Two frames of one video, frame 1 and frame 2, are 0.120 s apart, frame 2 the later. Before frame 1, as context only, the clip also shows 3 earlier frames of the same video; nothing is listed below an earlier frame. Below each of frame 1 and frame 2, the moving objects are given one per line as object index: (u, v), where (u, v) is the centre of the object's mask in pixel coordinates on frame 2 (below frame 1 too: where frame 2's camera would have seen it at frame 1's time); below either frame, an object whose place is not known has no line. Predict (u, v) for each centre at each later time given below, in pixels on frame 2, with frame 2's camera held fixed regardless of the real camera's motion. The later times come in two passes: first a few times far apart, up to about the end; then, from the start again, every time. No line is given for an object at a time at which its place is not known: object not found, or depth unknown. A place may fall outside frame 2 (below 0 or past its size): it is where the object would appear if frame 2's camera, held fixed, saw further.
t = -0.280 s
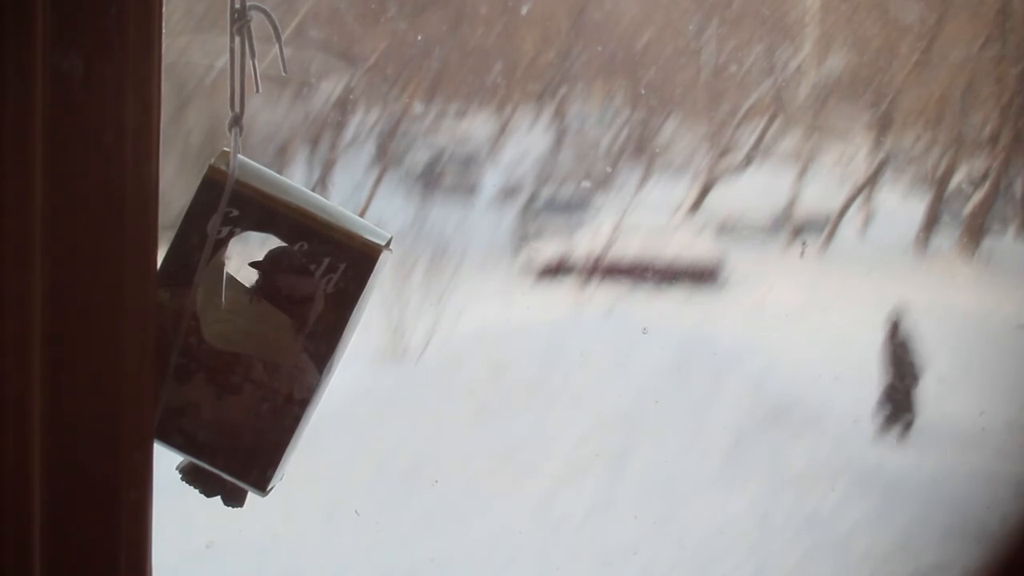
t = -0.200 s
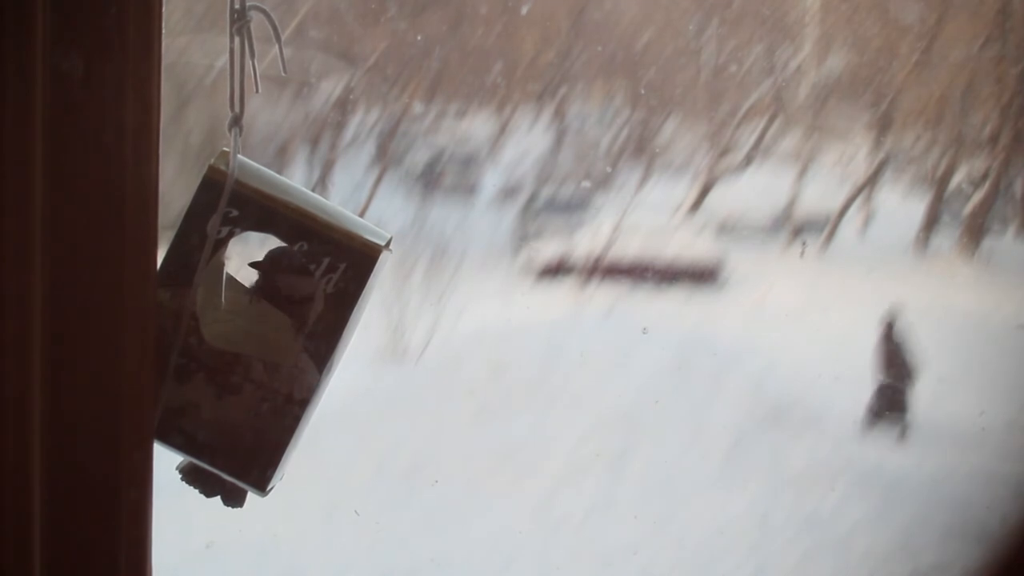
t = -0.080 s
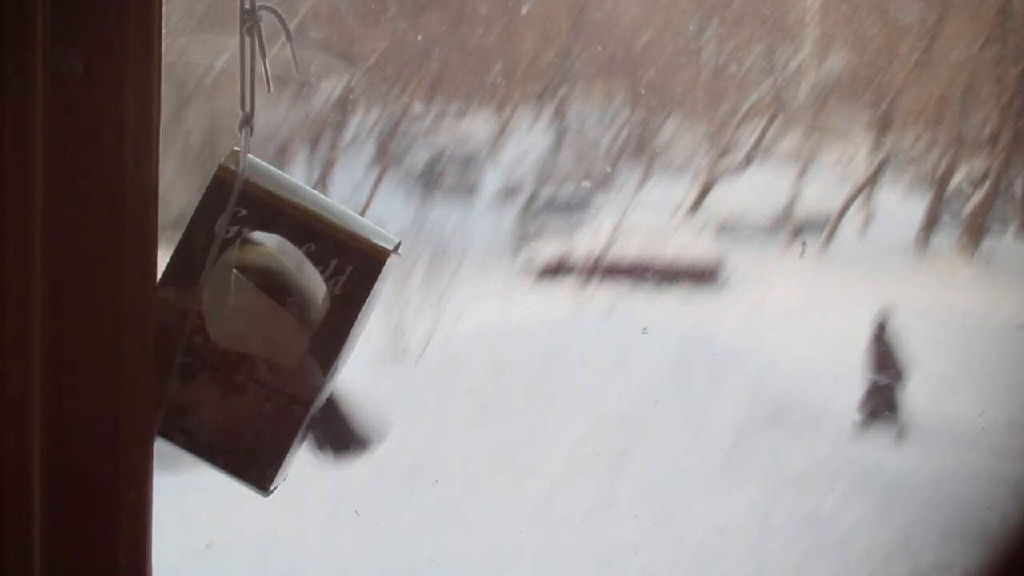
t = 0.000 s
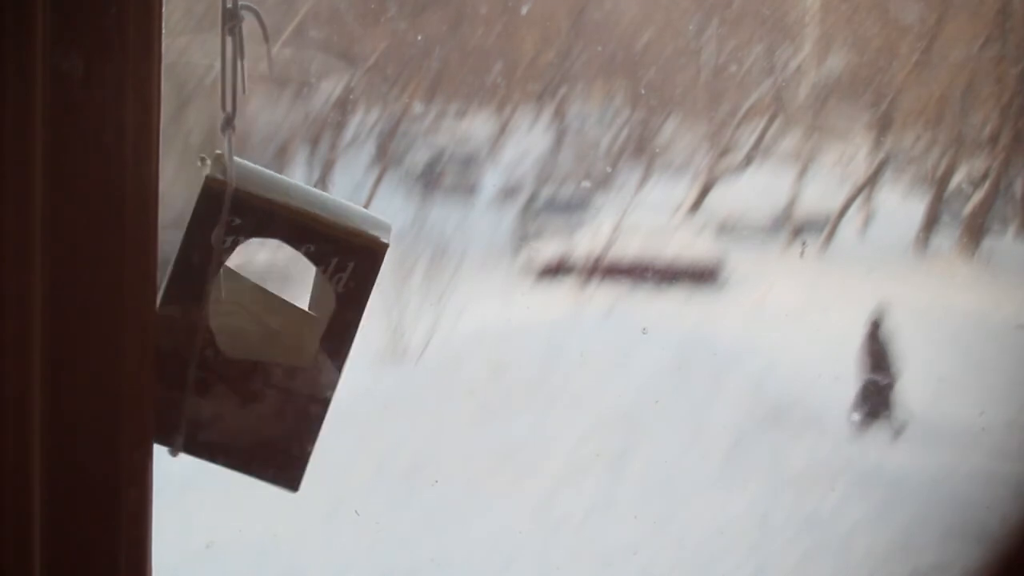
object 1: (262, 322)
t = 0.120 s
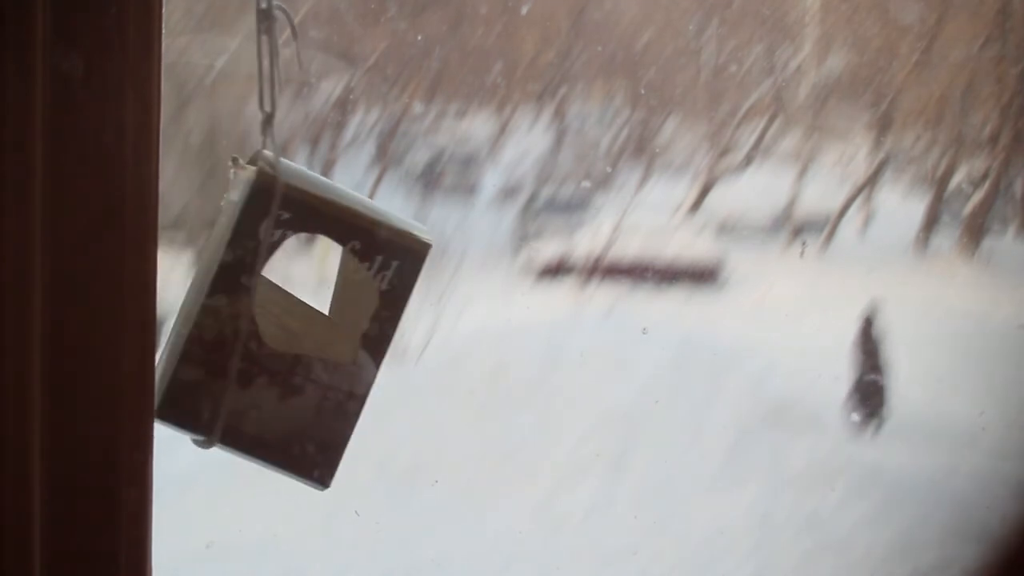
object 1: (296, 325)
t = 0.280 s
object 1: (302, 316)
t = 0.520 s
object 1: (290, 316)
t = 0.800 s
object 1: (254, 312)
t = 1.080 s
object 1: (240, 311)
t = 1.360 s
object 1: (246, 311)
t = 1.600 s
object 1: (253, 312)
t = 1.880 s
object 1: (268, 315)
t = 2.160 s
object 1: (275, 319)
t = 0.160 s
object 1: (295, 320)
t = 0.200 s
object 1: (296, 318)
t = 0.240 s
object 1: (297, 316)
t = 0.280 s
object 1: (302, 316)
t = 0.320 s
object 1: (309, 317)
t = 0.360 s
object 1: (310, 316)
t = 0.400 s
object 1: (305, 316)
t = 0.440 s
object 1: (297, 315)
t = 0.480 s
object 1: (291, 315)
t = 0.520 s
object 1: (290, 316)
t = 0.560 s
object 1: (286, 316)
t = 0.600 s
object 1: (277, 316)
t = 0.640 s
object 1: (268, 314)
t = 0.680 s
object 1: (262, 313)
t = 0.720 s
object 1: (259, 312)
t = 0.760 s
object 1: (256, 313)
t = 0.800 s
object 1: (254, 312)
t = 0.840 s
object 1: (251, 312)
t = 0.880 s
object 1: (248, 311)
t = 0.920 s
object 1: (246, 311)
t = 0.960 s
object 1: (243, 311)
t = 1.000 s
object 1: (242, 312)
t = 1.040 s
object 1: (240, 311)
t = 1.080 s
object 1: (240, 311)
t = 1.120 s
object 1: (236, 310)
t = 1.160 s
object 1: (237, 311)
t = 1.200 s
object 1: (238, 311)
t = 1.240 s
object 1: (240, 310)
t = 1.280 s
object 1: (239, 312)
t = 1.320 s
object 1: (238, 311)
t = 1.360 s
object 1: (246, 311)
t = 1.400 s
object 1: (242, 310)
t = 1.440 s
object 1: (248, 312)
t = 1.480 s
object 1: (248, 311)
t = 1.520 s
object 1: (249, 311)
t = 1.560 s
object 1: (251, 312)
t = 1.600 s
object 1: (253, 312)
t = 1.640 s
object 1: (255, 312)
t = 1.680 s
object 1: (257, 313)
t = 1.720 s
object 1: (260, 313)
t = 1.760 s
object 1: (262, 313)
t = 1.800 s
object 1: (264, 314)
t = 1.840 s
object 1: (266, 314)
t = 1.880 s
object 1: (268, 315)
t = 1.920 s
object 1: (270, 316)
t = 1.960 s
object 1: (271, 316)
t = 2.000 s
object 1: (272, 316)
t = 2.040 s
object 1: (272, 318)
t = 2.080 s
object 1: (273, 318)
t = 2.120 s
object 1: (274, 318)
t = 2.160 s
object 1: (275, 319)
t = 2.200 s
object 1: (275, 320)
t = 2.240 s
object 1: (276, 320)
